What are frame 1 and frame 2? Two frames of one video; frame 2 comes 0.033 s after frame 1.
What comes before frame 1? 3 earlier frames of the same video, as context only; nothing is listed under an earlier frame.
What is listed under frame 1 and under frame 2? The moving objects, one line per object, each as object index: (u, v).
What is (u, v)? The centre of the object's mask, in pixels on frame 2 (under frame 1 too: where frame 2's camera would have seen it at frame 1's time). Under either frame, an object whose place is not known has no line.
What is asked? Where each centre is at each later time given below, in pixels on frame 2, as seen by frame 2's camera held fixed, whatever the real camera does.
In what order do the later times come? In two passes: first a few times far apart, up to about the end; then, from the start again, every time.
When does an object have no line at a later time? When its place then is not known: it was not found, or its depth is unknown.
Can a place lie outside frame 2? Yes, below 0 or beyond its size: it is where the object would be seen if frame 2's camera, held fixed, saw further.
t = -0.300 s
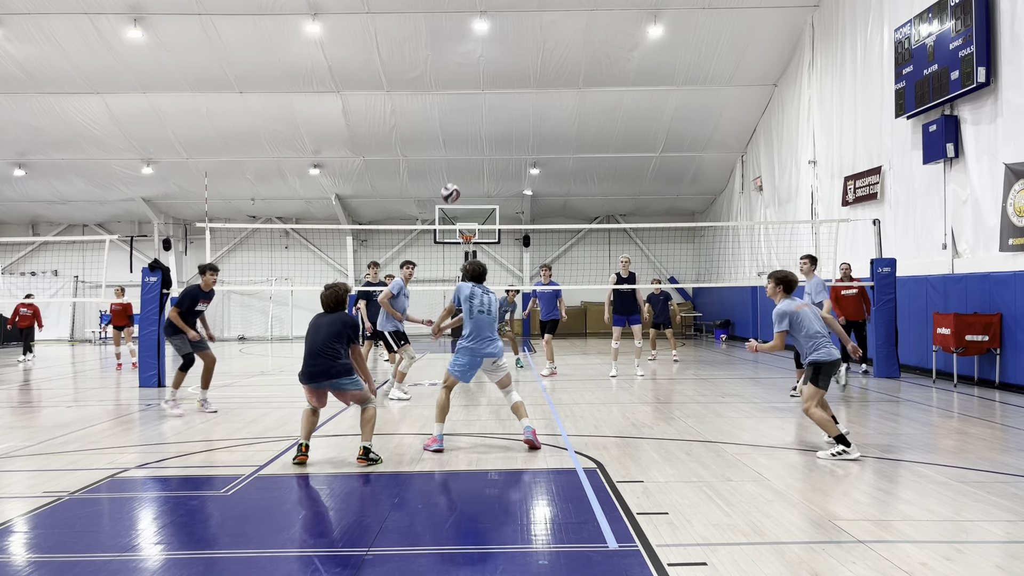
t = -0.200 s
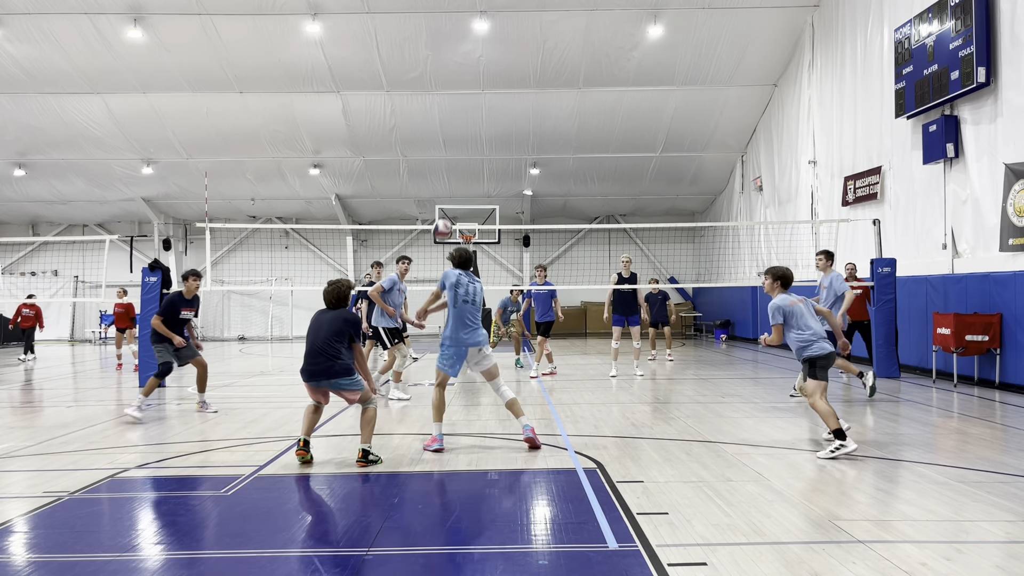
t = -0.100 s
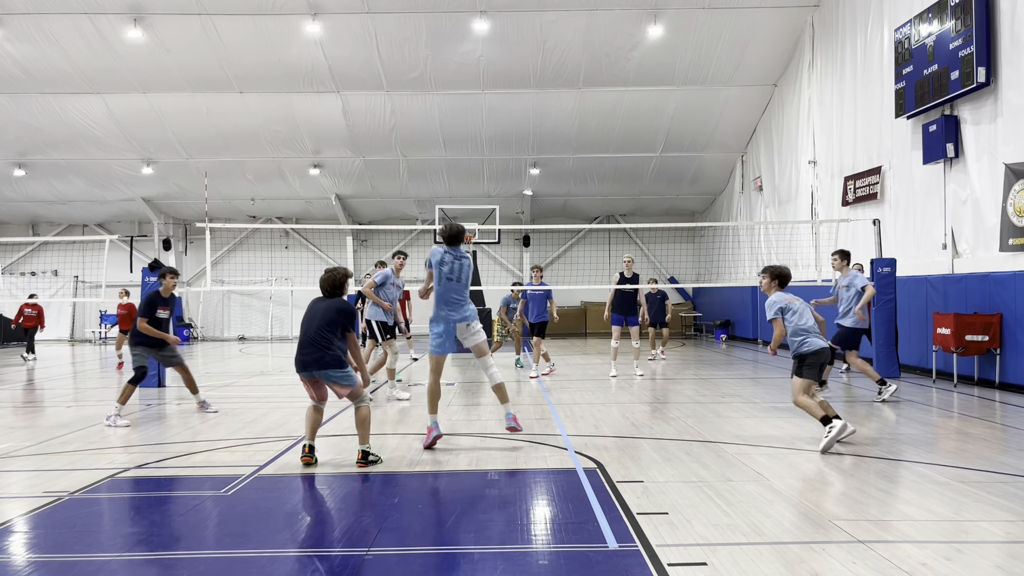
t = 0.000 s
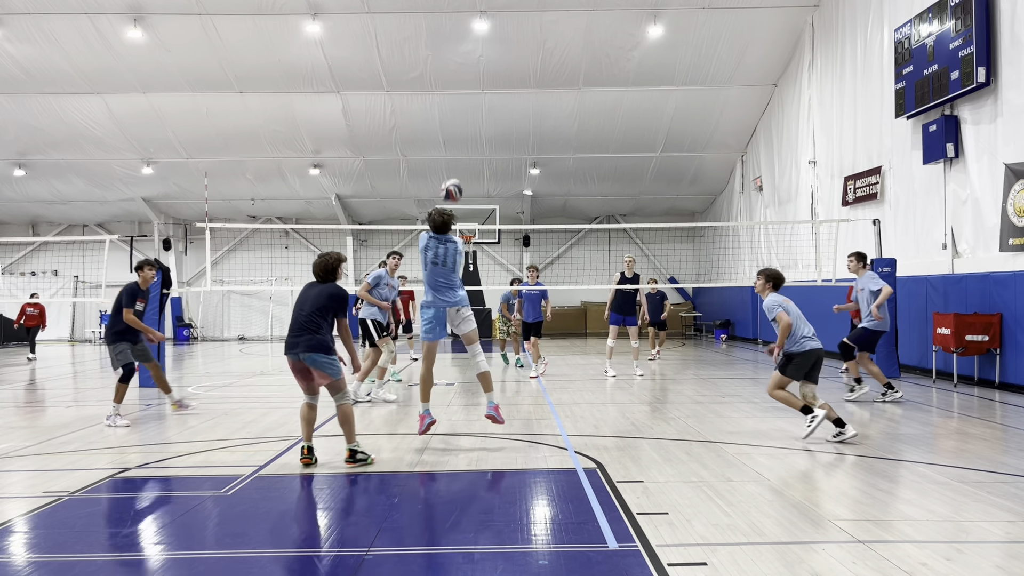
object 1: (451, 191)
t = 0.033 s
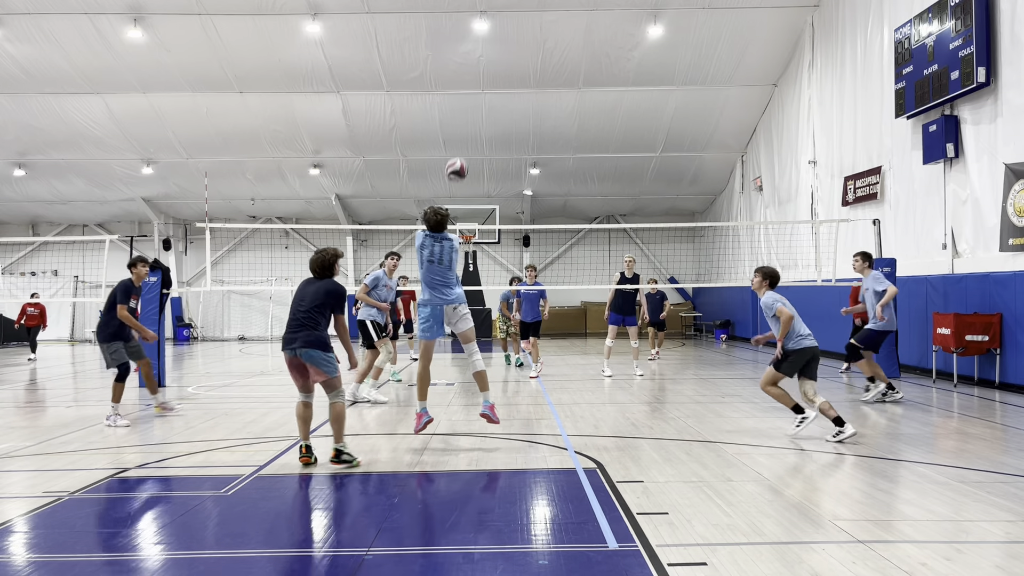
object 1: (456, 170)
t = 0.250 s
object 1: (488, 65)
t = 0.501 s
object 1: (523, 11)
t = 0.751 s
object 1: (555, 18)
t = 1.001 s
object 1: (586, 78)
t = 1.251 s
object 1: (614, 185)
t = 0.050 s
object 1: (459, 159)
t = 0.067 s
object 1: (462, 150)
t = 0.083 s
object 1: (464, 140)
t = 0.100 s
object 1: (467, 131)
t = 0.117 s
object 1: (469, 122)
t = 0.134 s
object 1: (471, 114)
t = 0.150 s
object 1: (474, 106)
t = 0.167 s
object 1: (476, 98)
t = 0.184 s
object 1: (479, 91)
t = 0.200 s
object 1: (481, 84)
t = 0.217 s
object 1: (483, 77)
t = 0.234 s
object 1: (486, 71)
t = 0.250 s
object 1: (488, 65)
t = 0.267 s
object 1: (491, 59)
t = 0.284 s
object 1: (493, 54)
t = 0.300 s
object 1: (495, 49)
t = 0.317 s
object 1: (498, 44)
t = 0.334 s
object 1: (500, 39)
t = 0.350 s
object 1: (502, 35)
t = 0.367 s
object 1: (505, 31)
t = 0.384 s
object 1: (507, 28)
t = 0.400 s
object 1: (509, 24)
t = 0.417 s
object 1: (511, 21)
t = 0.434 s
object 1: (514, 19)
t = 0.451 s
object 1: (516, 16)
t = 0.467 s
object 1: (518, 14)
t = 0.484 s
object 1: (521, 12)
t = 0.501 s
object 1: (523, 11)
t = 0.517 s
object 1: (525, 10)
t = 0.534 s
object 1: (527, 9)
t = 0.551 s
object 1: (529, 8)
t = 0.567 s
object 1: (532, 8)
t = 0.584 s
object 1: (534, 8)
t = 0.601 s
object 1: (536, 8)
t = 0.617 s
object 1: (538, 8)
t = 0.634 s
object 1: (541, 8)
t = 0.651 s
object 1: (543, 9)
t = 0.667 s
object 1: (545, 9)
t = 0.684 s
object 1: (547, 10)
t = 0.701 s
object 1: (549, 12)
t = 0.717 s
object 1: (551, 14)
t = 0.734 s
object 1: (553, 16)
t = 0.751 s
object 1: (555, 18)
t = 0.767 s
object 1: (558, 20)
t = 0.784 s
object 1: (560, 23)
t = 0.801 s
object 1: (562, 26)
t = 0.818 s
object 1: (564, 29)
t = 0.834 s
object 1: (566, 32)
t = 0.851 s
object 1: (568, 36)
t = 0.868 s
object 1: (570, 40)
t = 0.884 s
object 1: (572, 44)
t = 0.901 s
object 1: (574, 48)
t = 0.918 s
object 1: (576, 53)
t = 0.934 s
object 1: (578, 58)
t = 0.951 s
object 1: (580, 62)
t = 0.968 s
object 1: (582, 68)
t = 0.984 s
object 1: (585, 73)
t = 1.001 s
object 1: (586, 78)
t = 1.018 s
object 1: (588, 84)
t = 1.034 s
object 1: (590, 90)
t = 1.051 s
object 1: (592, 96)
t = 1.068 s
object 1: (594, 103)
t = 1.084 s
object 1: (596, 110)
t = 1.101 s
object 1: (598, 116)
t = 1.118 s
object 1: (600, 123)
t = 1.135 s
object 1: (602, 130)
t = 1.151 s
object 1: (603, 138)
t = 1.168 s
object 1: (606, 145)
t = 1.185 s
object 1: (607, 153)
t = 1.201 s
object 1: (609, 161)
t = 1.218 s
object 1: (611, 169)
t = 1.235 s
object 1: (612, 177)
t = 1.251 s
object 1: (614, 185)
